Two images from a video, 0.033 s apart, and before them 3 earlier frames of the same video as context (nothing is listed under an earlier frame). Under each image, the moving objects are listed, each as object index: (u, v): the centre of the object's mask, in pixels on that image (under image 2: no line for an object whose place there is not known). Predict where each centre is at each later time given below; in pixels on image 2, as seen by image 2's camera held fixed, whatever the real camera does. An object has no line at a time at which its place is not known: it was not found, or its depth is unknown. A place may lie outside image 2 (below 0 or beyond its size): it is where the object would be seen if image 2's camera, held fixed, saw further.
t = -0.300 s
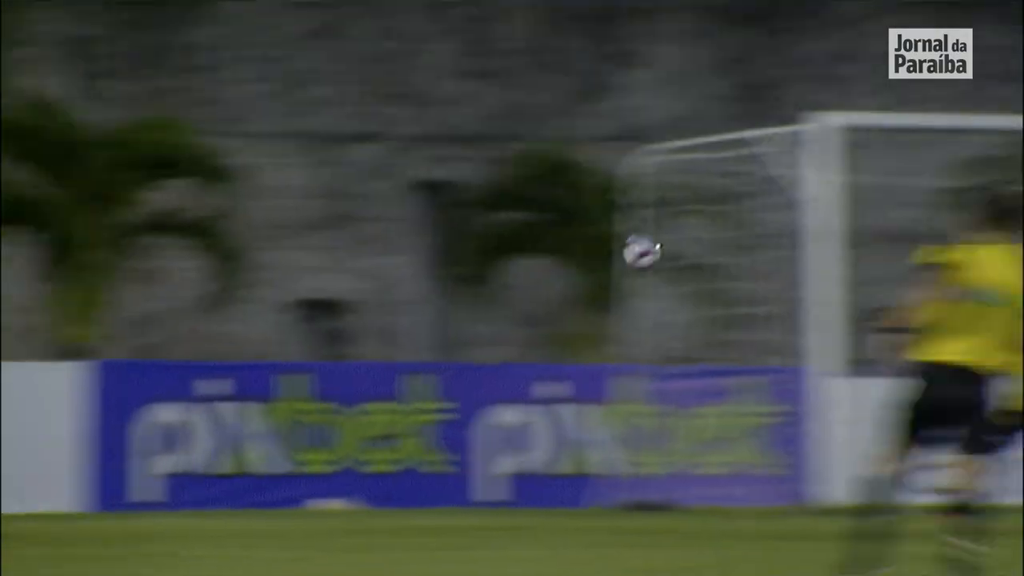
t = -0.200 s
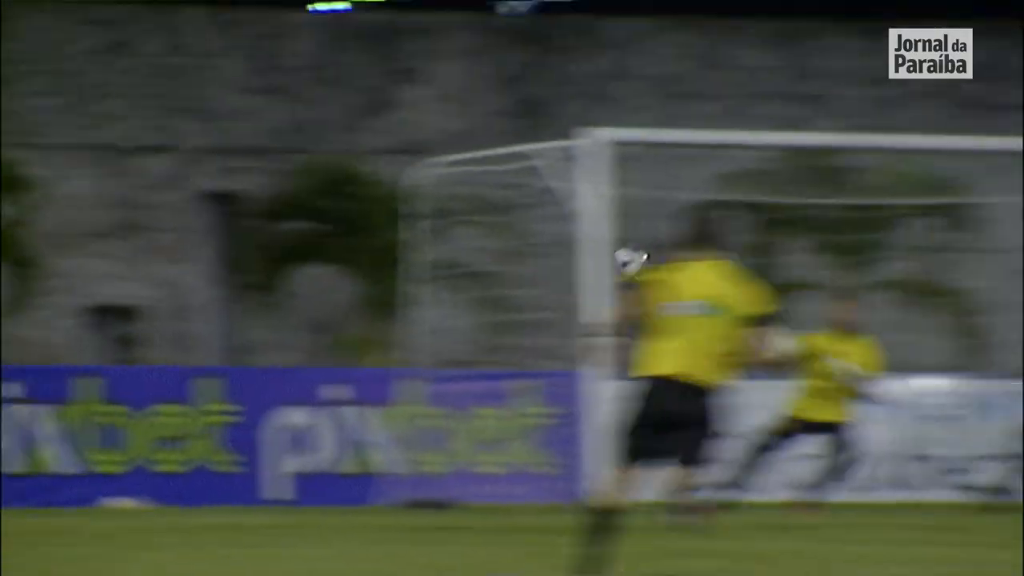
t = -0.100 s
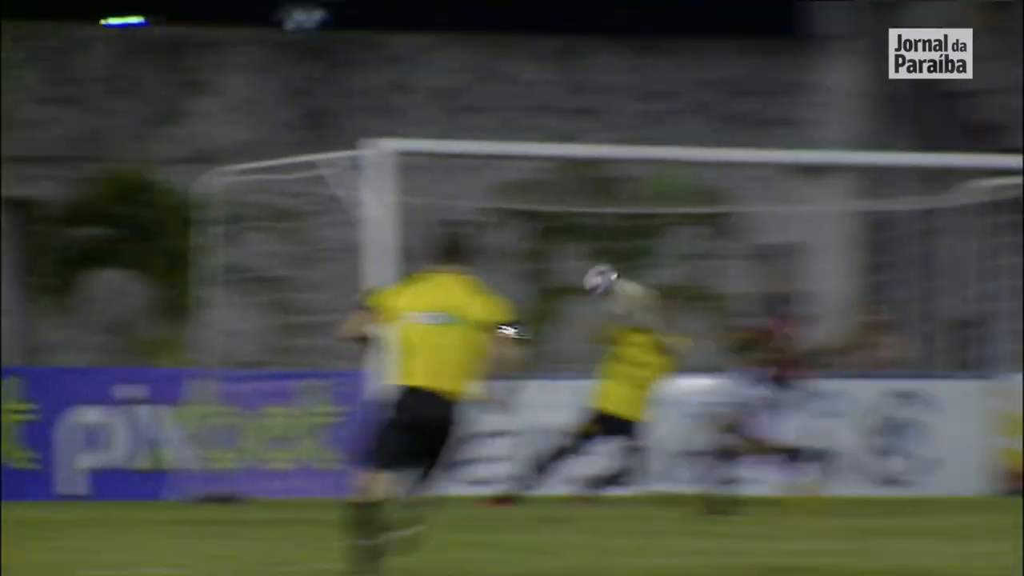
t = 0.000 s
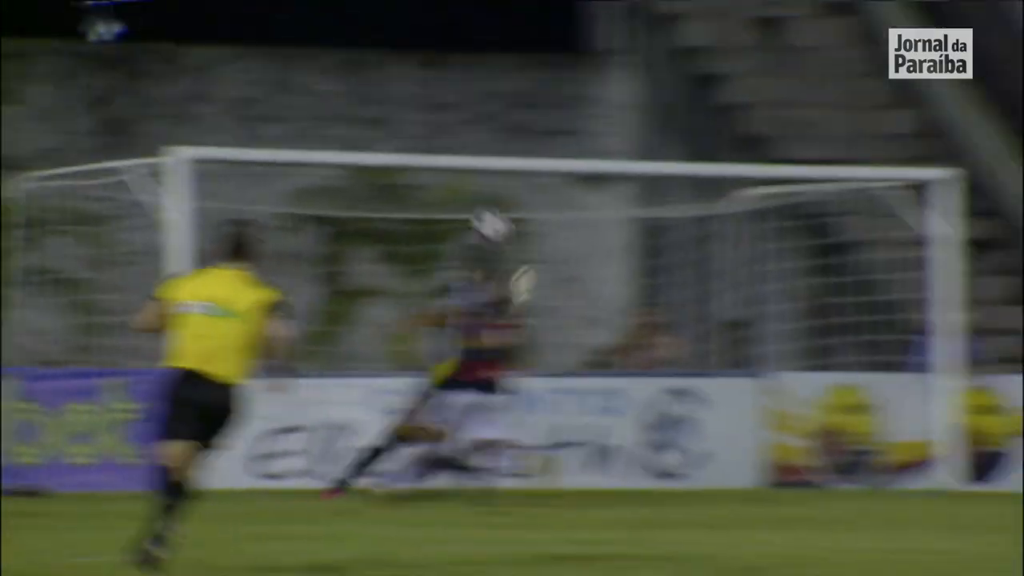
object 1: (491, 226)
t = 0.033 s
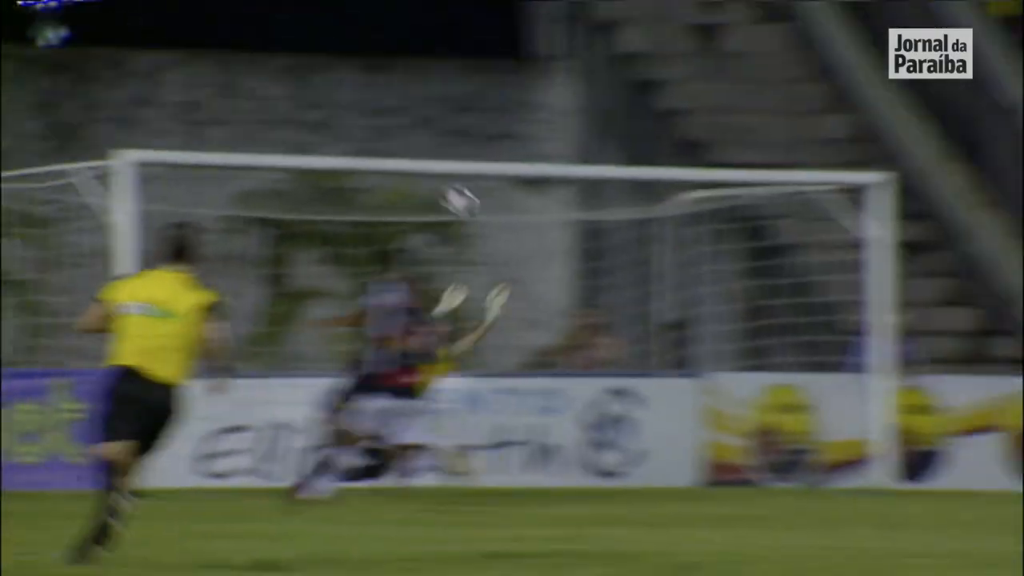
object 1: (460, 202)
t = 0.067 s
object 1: (484, 176)
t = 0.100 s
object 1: (506, 149)
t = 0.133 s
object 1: (530, 126)
